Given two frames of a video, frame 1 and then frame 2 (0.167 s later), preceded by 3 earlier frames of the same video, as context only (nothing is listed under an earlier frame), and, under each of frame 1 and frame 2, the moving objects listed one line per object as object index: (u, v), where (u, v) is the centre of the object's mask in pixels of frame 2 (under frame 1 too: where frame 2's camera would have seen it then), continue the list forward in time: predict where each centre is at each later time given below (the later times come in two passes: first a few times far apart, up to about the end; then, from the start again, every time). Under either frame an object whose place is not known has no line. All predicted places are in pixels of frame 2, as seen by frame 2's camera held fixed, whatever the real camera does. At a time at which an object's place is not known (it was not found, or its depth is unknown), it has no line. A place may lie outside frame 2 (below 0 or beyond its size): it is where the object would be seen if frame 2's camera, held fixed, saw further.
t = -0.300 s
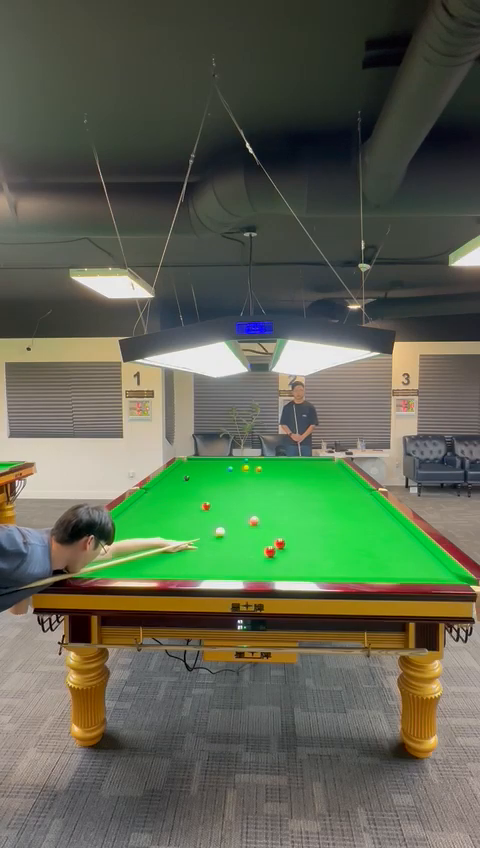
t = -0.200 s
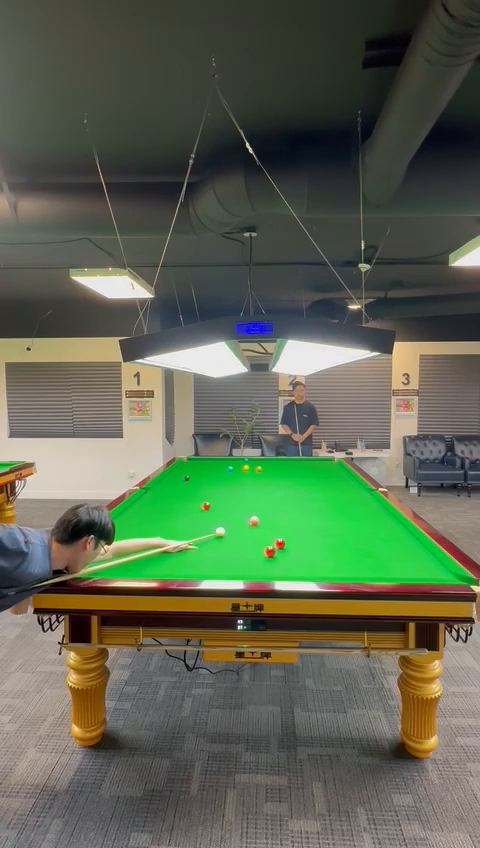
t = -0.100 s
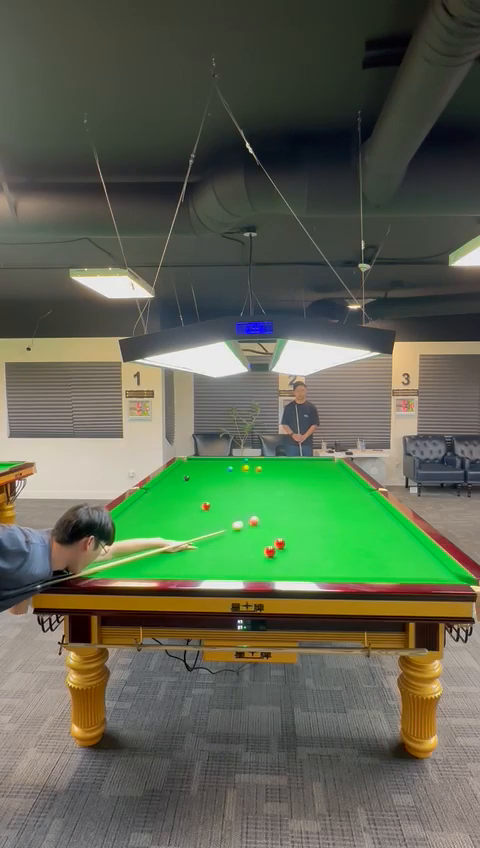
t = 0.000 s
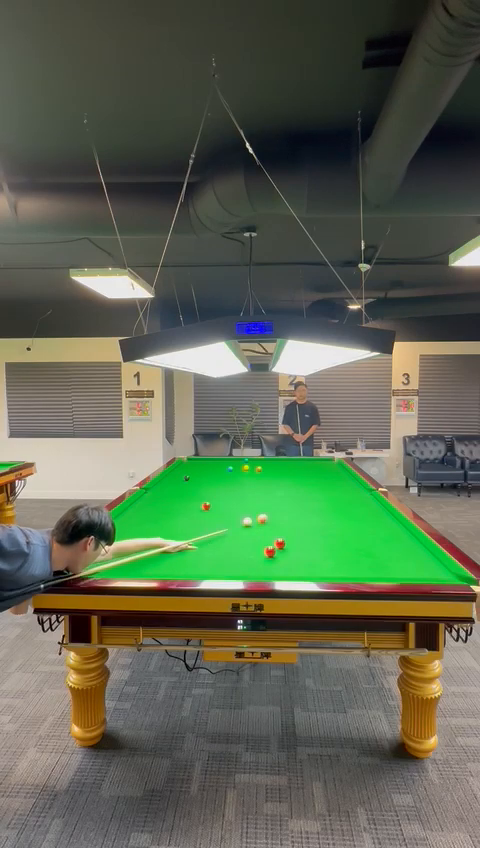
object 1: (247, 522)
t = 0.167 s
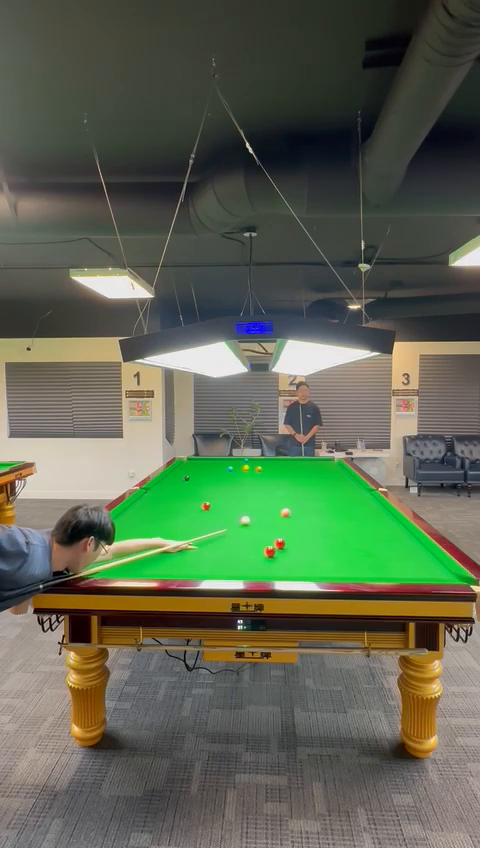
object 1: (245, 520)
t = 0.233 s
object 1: (244, 520)
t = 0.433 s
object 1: (242, 519)
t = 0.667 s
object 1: (240, 517)
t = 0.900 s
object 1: (238, 516)
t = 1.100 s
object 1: (237, 516)
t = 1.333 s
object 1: (236, 515)
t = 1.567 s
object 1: (235, 514)
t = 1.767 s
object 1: (235, 514)
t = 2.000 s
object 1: (234, 514)
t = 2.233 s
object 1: (234, 514)
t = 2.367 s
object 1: (236, 513)
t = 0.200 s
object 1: (244, 520)
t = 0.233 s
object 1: (244, 520)
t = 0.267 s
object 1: (244, 520)
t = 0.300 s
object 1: (244, 519)
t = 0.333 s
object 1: (243, 519)
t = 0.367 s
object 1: (243, 519)
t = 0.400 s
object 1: (242, 519)
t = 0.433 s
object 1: (242, 519)
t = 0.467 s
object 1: (242, 519)
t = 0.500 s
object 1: (241, 518)
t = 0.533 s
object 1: (241, 518)
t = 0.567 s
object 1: (241, 518)
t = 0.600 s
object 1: (241, 517)
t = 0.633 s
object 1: (240, 517)
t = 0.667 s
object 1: (240, 517)
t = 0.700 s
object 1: (240, 517)
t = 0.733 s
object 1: (240, 517)
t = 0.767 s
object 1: (239, 517)
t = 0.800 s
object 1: (239, 517)
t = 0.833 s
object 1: (239, 517)
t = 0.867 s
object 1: (239, 516)
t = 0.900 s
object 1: (238, 516)
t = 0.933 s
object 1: (238, 516)
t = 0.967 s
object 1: (238, 516)
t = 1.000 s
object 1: (238, 516)
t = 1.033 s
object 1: (237, 516)
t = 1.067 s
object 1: (237, 516)
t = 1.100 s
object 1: (237, 516)
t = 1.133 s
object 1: (237, 515)
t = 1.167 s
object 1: (237, 515)
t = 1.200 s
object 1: (237, 515)
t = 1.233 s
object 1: (237, 515)
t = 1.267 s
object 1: (236, 515)
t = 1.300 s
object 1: (236, 515)
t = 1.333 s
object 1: (236, 515)
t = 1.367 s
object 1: (236, 515)
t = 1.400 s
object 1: (236, 515)
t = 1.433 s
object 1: (236, 515)
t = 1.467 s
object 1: (235, 515)
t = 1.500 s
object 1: (235, 515)
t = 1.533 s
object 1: (235, 515)
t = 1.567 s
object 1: (235, 514)
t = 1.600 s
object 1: (235, 515)
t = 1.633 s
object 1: (235, 514)
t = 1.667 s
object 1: (235, 515)
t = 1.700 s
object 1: (235, 514)
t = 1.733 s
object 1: (235, 515)
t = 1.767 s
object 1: (235, 514)
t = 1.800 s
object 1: (235, 514)
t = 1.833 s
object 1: (235, 514)
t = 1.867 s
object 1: (235, 514)
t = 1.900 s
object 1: (235, 514)
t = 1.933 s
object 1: (235, 514)
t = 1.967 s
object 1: (235, 514)
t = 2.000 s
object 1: (234, 514)
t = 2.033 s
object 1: (234, 514)
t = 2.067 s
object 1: (234, 514)
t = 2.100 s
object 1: (234, 514)
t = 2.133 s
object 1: (235, 514)
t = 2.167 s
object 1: (233, 514)
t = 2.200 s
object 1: (234, 514)
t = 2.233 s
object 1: (234, 514)
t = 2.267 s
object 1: (234, 514)
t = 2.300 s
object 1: (234, 514)
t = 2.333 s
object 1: (234, 515)
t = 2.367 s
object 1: (236, 513)
